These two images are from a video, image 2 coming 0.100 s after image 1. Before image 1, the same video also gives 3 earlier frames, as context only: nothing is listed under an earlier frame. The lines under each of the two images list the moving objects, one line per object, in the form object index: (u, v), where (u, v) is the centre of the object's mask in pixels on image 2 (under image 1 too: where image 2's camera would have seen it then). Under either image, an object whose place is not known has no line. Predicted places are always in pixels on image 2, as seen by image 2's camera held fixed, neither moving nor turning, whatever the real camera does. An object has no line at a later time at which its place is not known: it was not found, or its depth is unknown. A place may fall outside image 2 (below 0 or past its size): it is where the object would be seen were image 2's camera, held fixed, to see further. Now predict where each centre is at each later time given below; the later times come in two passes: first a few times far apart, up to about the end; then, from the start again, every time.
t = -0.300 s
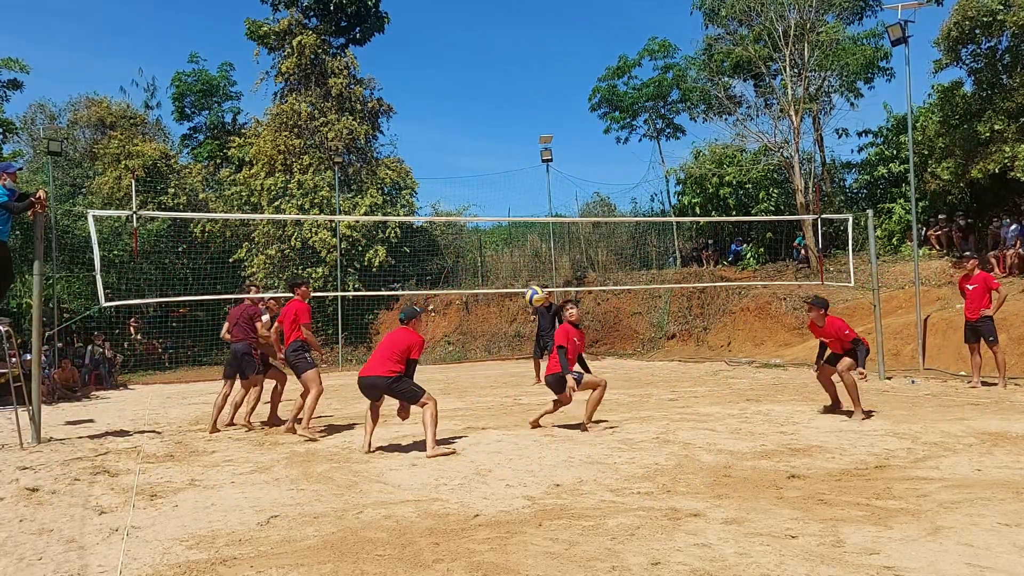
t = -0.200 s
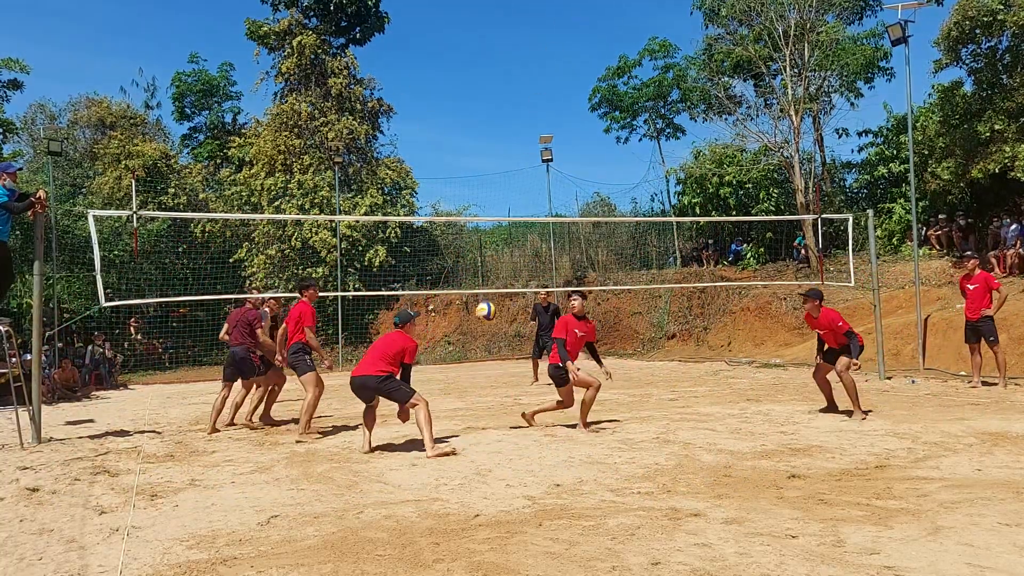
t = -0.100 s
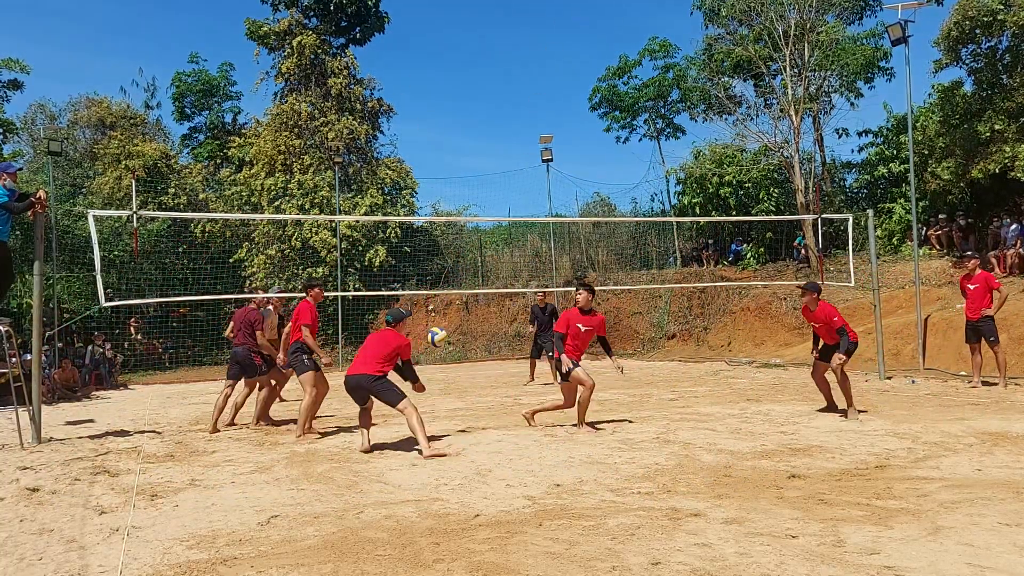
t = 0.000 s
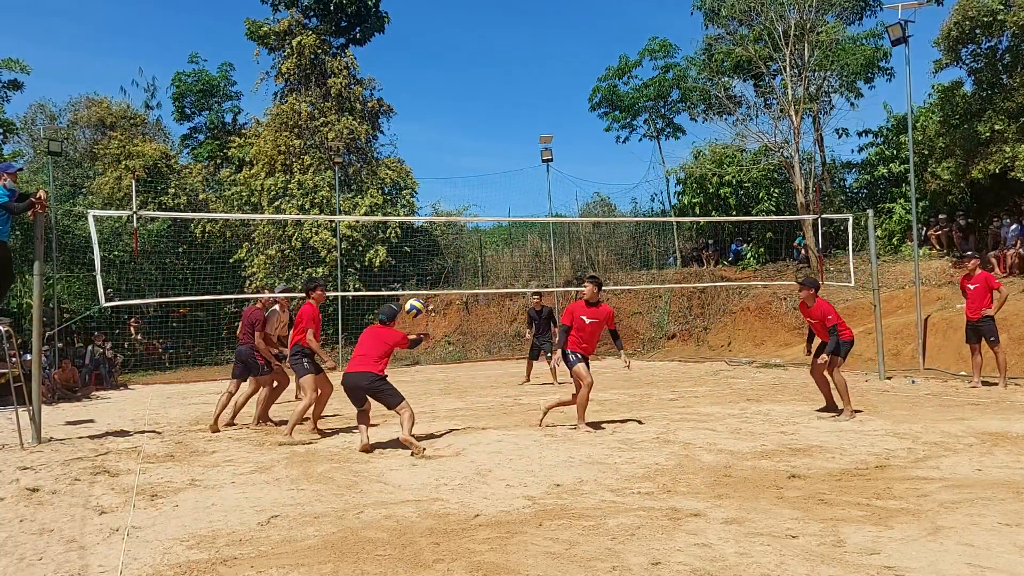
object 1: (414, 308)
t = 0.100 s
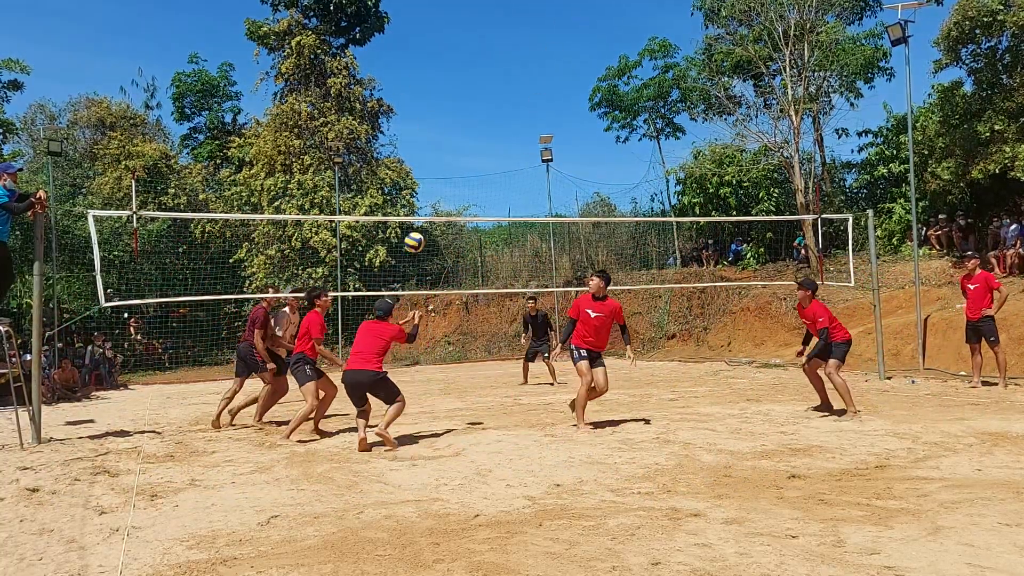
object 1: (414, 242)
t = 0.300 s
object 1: (412, 144)
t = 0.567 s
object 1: (411, 74)
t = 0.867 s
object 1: (411, 71)
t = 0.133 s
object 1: (414, 223)
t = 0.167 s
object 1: (414, 205)
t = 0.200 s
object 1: (413, 188)
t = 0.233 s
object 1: (414, 172)
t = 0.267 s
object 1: (412, 157)
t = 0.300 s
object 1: (412, 144)
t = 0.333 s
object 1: (412, 131)
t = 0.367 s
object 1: (412, 120)
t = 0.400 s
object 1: (412, 109)
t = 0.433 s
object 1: (411, 100)
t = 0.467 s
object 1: (411, 92)
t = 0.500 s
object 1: (412, 86)
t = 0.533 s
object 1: (411, 79)
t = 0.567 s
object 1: (411, 74)
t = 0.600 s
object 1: (411, 69)
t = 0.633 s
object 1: (411, 66)
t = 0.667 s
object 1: (411, 64)
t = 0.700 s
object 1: (411, 63)
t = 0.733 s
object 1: (411, 63)
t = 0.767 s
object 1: (411, 64)
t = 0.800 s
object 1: (411, 65)
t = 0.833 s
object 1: (411, 67)
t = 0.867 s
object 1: (411, 71)
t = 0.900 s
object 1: (412, 75)
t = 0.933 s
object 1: (412, 80)
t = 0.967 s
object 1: (412, 86)
